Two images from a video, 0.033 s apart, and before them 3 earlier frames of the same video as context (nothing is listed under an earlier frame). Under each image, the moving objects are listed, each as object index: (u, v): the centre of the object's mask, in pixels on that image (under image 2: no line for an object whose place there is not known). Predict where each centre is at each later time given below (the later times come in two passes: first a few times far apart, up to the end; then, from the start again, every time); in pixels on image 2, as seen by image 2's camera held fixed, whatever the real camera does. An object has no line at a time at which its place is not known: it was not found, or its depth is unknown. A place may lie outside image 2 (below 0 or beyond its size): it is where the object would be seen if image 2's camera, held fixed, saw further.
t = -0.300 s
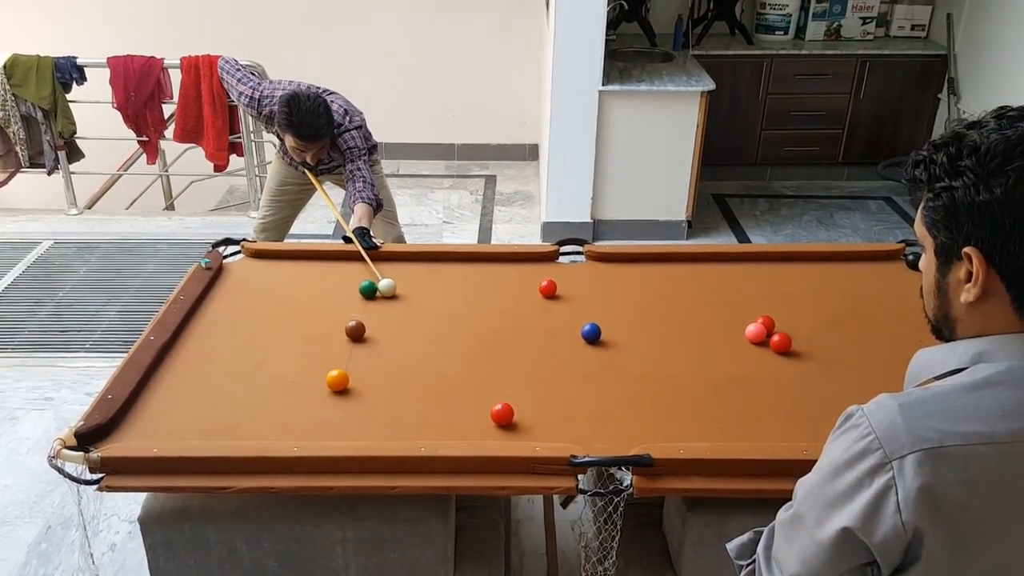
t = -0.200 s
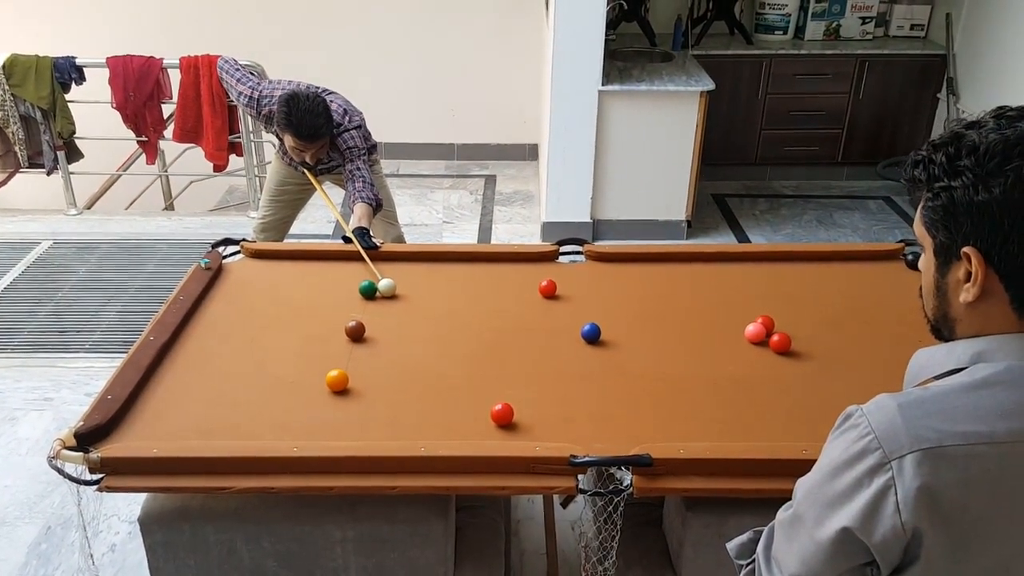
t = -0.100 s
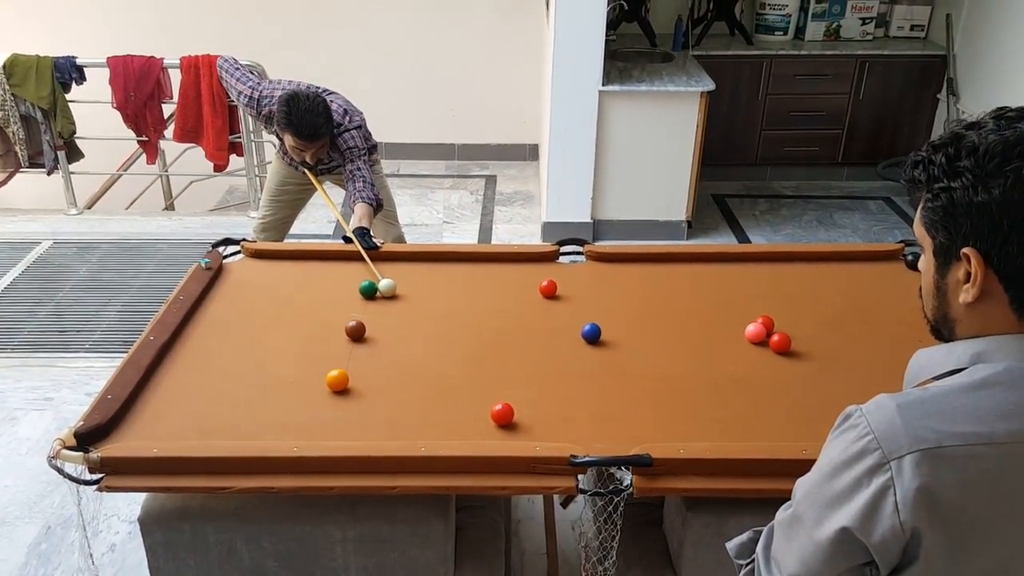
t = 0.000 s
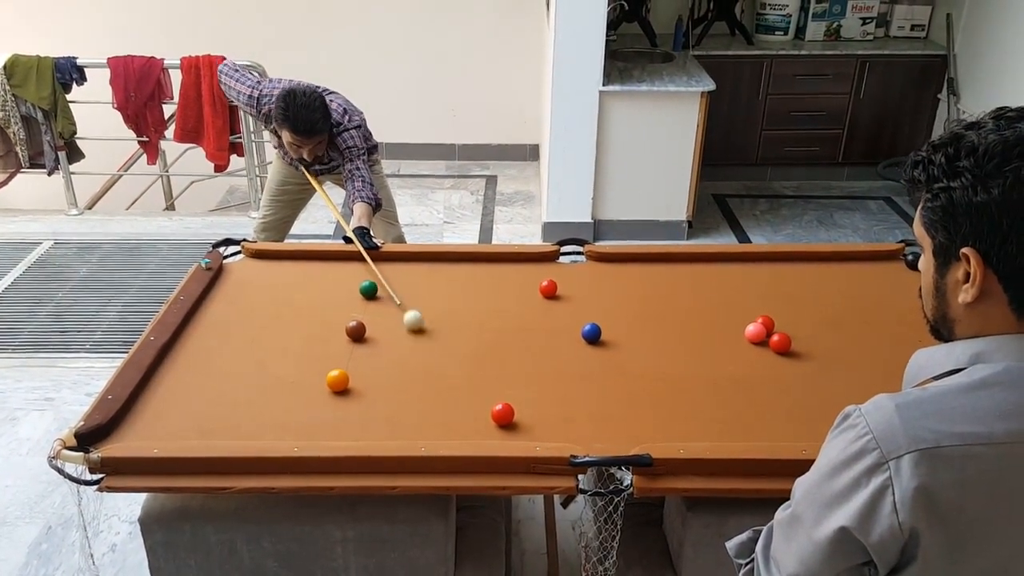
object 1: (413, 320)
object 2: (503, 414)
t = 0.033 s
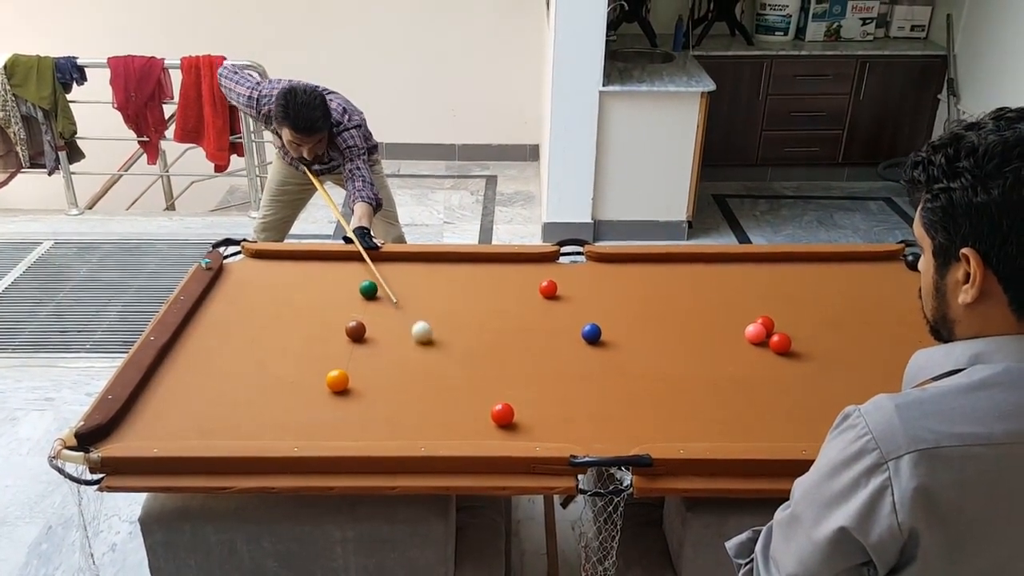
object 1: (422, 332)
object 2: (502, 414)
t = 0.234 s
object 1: (471, 396)
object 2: (502, 414)
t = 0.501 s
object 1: (462, 422)
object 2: (586, 439)
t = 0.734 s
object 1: (456, 391)
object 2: (609, 439)
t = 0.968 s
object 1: (450, 365)
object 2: (587, 420)
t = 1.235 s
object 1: (443, 341)
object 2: (566, 405)
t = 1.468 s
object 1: (437, 324)
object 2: (551, 394)
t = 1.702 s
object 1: (431, 310)
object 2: (539, 387)
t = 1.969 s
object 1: (425, 296)
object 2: (528, 380)
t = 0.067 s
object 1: (430, 343)
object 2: (502, 414)
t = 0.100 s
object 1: (439, 353)
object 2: (502, 414)
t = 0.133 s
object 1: (447, 364)
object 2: (502, 414)
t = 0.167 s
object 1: (454, 374)
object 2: (502, 414)
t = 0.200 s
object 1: (462, 385)
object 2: (502, 414)
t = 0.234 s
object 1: (471, 396)
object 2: (502, 414)
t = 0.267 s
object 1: (479, 407)
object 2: (503, 414)
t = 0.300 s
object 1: (475, 416)
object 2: (517, 419)
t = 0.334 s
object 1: (470, 424)
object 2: (530, 422)
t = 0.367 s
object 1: (467, 431)
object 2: (542, 426)
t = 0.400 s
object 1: (464, 435)
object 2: (553, 429)
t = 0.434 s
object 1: (464, 431)
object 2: (564, 431)
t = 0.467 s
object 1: (463, 427)
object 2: (574, 435)
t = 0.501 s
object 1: (462, 422)
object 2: (586, 439)
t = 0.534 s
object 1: (461, 417)
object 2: (596, 442)
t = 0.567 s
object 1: (461, 413)
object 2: (607, 445)
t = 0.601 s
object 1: (460, 408)
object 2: (618, 446)
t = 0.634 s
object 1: (458, 403)
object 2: (620, 446)
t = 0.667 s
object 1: (458, 399)
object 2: (616, 444)
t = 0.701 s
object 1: (457, 395)
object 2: (612, 441)
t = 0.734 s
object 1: (456, 391)
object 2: (609, 439)
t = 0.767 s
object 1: (455, 387)
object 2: (605, 436)
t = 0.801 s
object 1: (454, 383)
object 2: (602, 433)
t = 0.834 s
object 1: (453, 380)
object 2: (599, 430)
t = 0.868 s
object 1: (452, 376)
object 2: (595, 428)
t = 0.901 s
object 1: (451, 372)
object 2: (592, 425)
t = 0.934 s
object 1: (450, 369)
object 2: (589, 423)
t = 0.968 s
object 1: (450, 365)
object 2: (587, 420)
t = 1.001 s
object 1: (449, 362)
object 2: (584, 418)
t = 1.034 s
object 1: (448, 359)
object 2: (581, 416)
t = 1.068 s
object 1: (447, 356)
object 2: (579, 414)
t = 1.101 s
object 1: (446, 353)
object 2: (576, 413)
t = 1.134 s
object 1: (445, 350)
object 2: (573, 410)
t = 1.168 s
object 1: (444, 347)
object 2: (571, 408)
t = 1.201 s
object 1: (444, 344)
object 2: (568, 407)
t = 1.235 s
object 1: (443, 341)
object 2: (566, 405)
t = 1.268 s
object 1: (442, 339)
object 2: (564, 403)
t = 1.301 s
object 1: (441, 336)
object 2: (561, 402)
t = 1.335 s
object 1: (440, 334)
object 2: (559, 400)
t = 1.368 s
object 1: (439, 331)
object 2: (557, 399)
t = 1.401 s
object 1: (439, 328)
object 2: (555, 397)
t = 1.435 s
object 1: (438, 326)
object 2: (553, 396)
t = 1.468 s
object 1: (437, 324)
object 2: (551, 394)
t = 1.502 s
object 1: (436, 322)
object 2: (549, 393)
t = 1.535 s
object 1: (435, 319)
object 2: (547, 392)
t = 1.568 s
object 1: (435, 317)
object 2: (546, 390)
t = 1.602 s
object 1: (434, 315)
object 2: (544, 389)
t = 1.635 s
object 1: (433, 313)
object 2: (542, 388)
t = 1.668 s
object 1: (432, 311)
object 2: (541, 387)
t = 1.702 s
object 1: (431, 310)
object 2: (539, 387)
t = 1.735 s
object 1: (430, 307)
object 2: (537, 386)
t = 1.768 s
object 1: (429, 306)
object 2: (536, 385)
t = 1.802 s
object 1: (429, 304)
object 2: (534, 384)
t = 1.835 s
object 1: (428, 302)
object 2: (533, 383)
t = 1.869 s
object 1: (427, 301)
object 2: (532, 382)
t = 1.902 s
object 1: (426, 299)
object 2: (530, 382)
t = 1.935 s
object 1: (425, 297)
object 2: (529, 381)
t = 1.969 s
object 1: (425, 296)
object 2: (528, 380)
